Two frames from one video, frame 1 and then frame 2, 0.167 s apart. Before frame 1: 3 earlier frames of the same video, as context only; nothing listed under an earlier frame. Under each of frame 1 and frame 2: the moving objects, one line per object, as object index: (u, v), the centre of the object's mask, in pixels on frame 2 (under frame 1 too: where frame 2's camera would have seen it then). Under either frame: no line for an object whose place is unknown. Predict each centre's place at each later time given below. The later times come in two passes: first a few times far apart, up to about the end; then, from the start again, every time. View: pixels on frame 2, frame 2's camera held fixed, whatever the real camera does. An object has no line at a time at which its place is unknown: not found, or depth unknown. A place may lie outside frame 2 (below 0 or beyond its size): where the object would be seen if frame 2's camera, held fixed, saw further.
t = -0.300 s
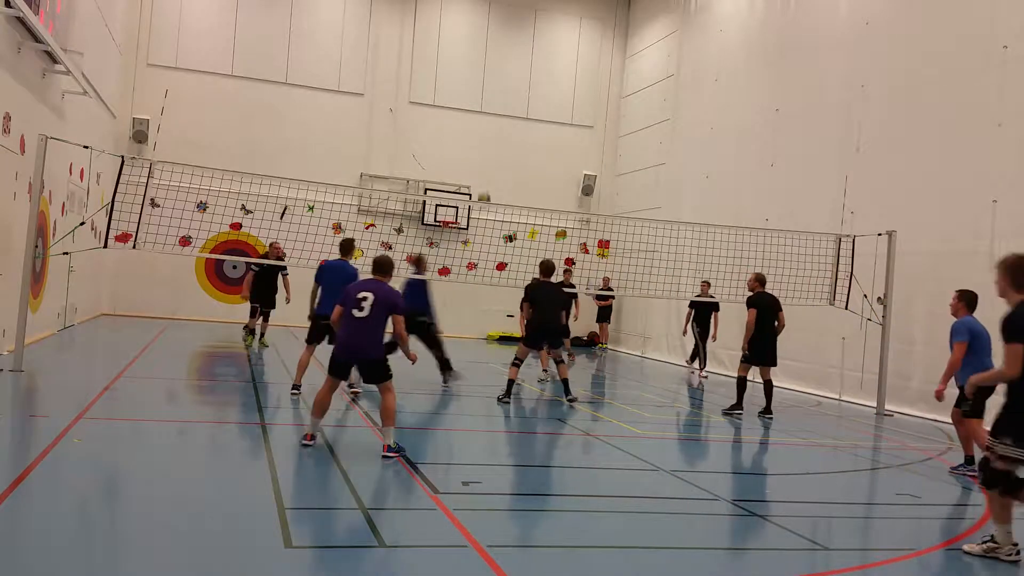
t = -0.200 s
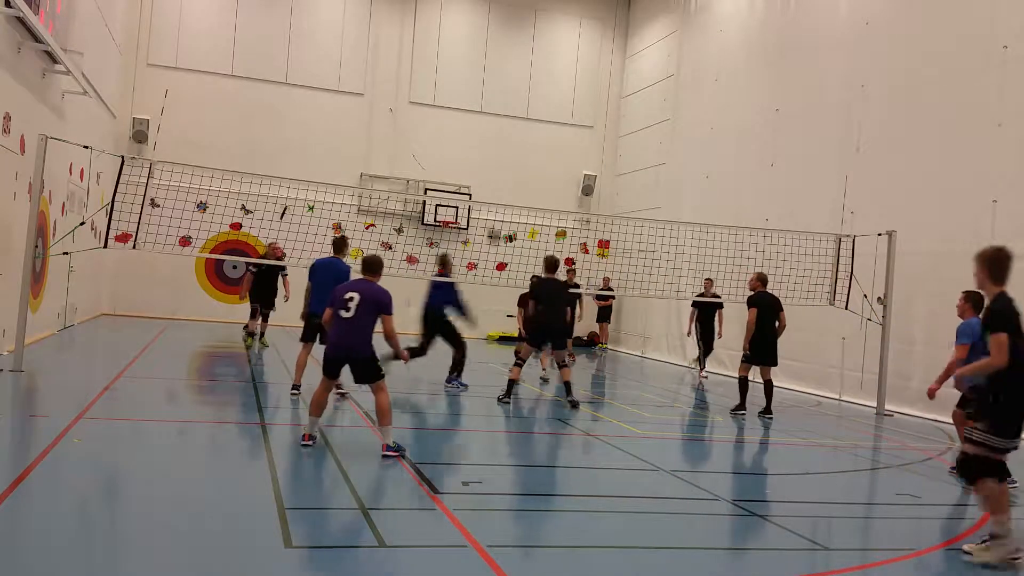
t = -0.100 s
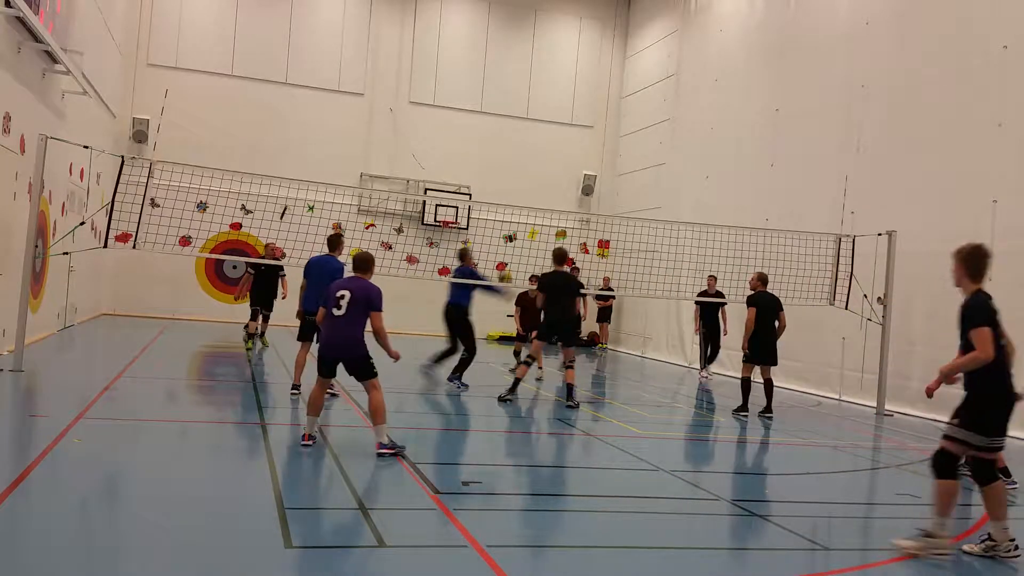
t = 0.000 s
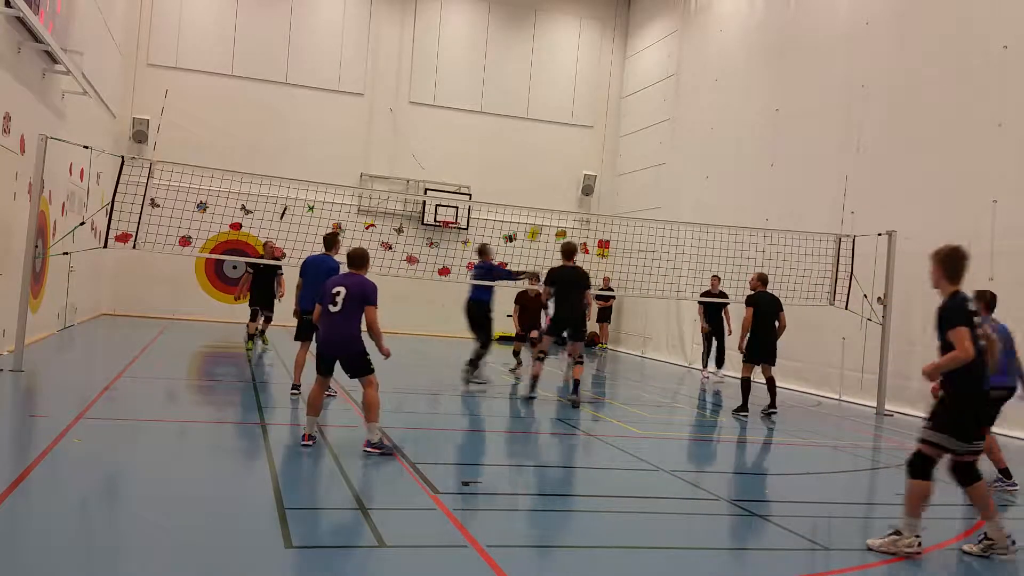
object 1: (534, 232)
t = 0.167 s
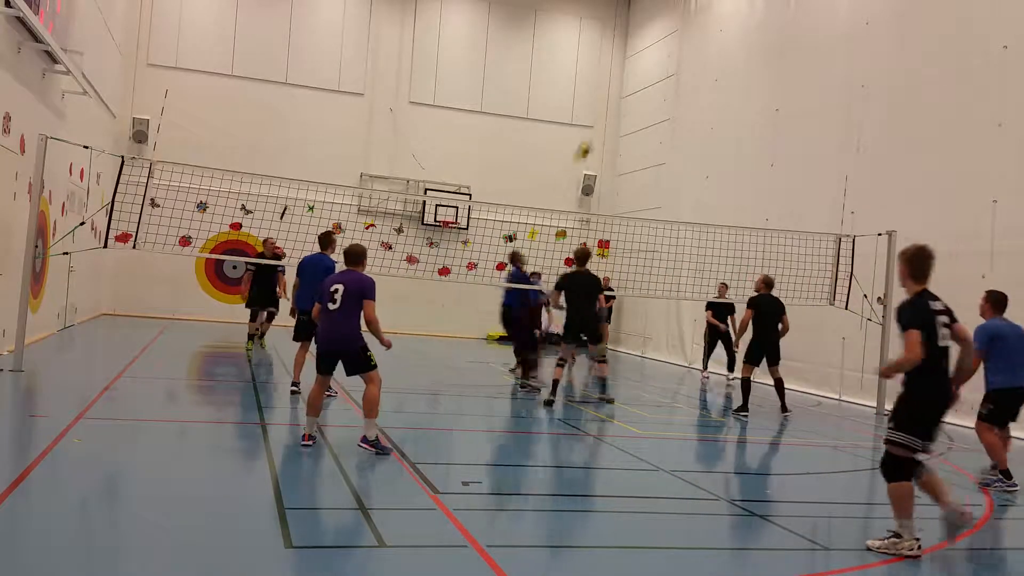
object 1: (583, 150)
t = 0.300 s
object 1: (619, 102)
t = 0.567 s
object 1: (684, 46)
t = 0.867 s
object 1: (749, 44)
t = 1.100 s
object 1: (793, 85)
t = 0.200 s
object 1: (591, 138)
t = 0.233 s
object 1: (601, 126)
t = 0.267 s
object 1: (610, 114)
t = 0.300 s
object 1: (619, 102)
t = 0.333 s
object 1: (627, 93)
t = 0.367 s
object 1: (636, 84)
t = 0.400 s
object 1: (644, 76)
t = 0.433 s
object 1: (653, 68)
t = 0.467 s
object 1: (661, 61)
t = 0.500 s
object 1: (668, 56)
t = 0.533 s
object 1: (676, 51)
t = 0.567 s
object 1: (684, 46)
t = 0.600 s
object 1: (692, 43)
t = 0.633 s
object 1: (699, 41)
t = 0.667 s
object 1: (707, 39)
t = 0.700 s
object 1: (714, 38)
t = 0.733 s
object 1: (721, 37)
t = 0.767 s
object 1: (729, 38)
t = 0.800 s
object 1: (735, 39)
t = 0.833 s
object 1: (742, 41)
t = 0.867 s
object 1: (749, 44)
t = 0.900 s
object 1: (756, 48)
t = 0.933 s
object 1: (762, 52)
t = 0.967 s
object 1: (769, 58)
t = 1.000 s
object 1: (775, 63)
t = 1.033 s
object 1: (782, 70)
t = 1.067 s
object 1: (788, 77)
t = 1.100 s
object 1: (793, 85)
